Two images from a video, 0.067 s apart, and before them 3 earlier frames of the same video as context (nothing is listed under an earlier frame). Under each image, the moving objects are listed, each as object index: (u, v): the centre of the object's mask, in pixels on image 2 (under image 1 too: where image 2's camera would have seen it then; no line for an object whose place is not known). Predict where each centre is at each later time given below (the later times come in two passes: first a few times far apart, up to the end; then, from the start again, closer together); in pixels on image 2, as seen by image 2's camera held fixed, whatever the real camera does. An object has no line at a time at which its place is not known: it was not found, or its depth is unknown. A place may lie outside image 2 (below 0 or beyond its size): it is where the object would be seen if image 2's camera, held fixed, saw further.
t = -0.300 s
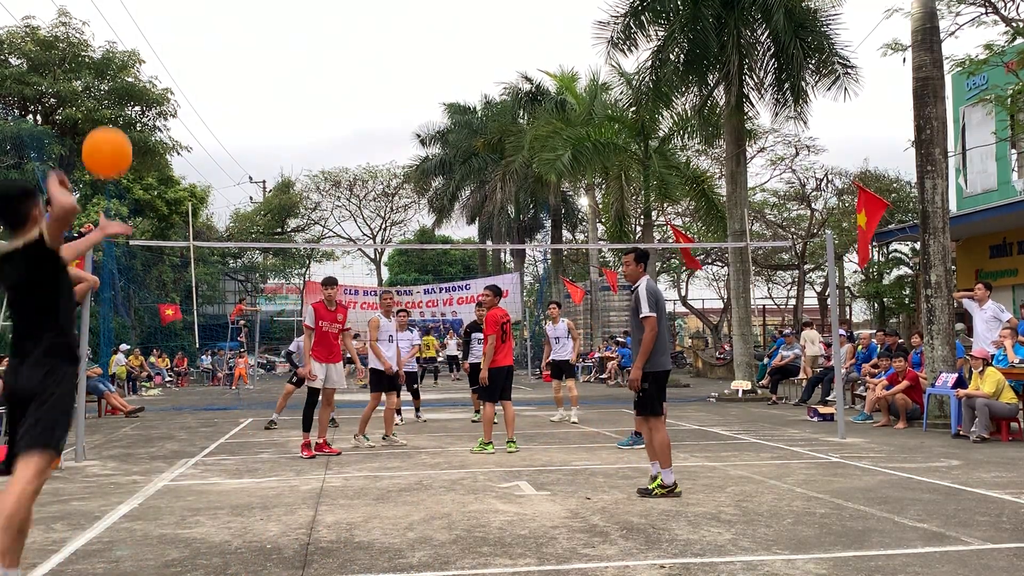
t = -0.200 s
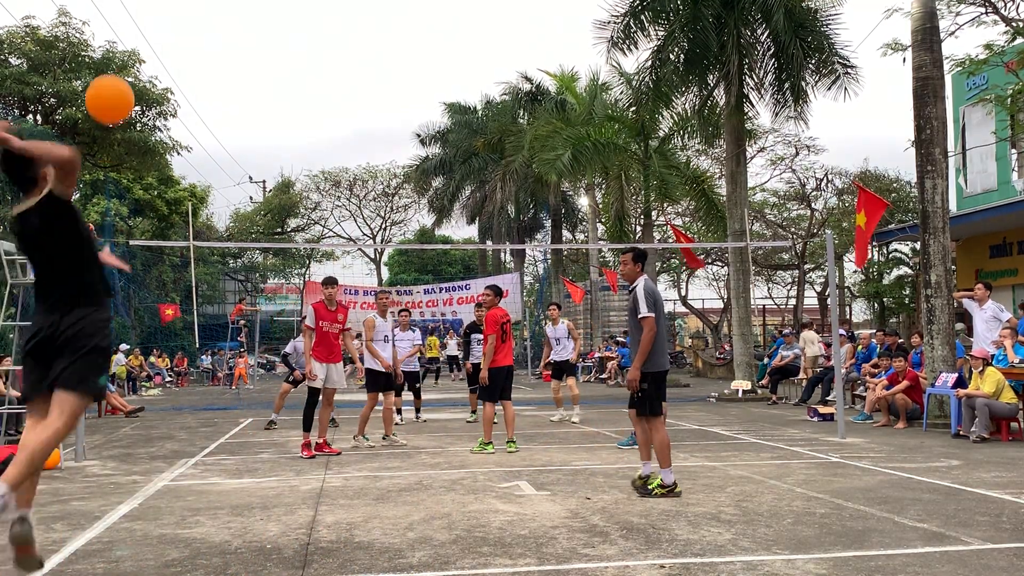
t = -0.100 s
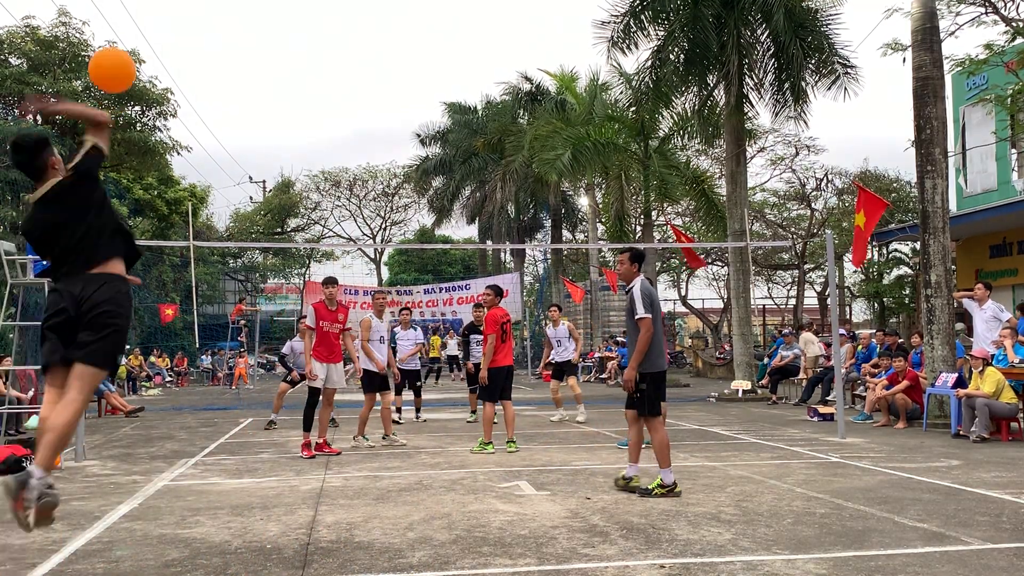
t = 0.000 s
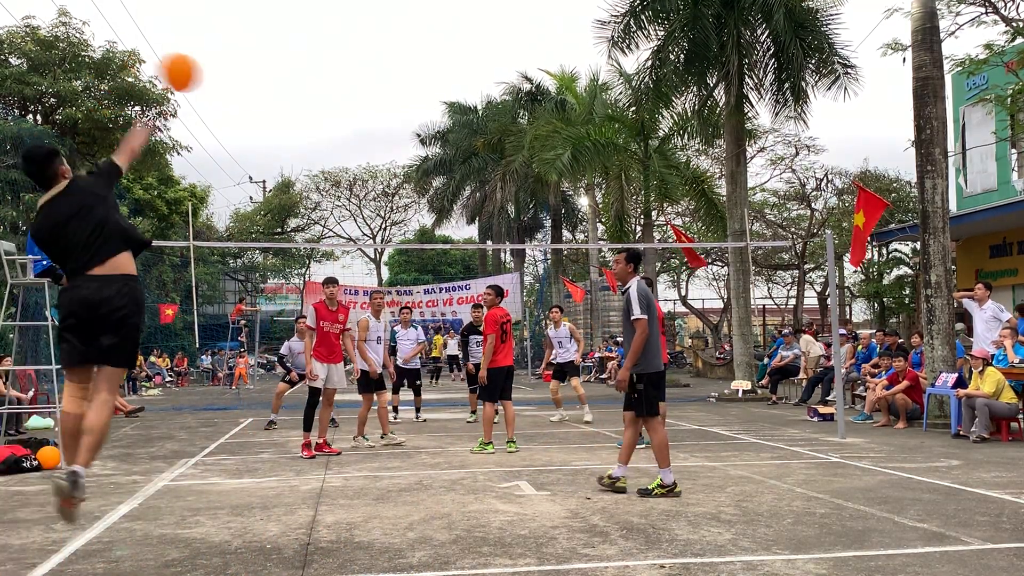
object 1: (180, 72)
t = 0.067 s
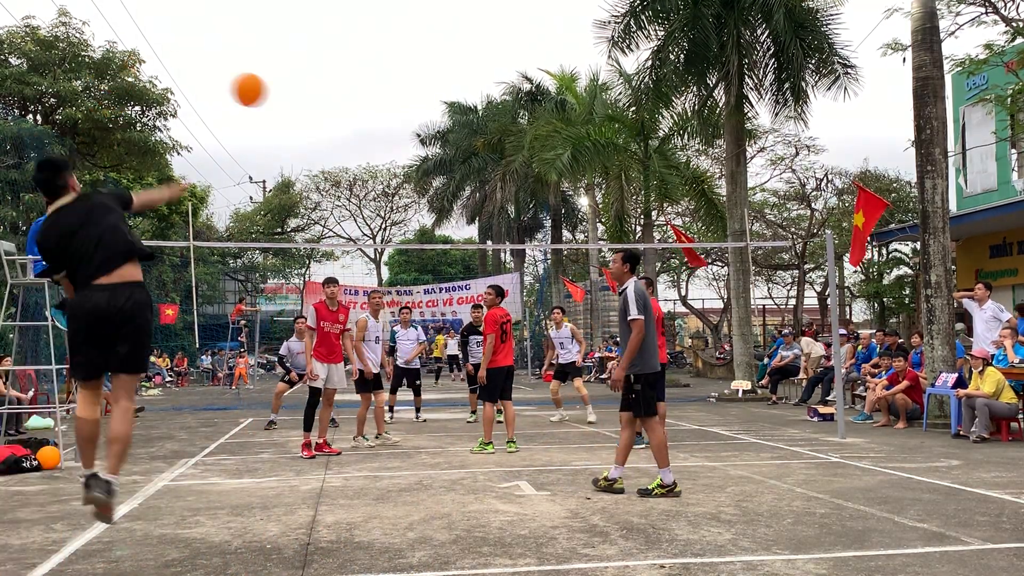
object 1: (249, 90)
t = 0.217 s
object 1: (352, 141)
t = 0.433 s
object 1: (442, 224)
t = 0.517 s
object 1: (468, 259)
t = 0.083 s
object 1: (264, 95)
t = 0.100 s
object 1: (277, 101)
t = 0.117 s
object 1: (290, 106)
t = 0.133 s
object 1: (302, 112)
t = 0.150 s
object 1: (313, 118)
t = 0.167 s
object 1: (324, 124)
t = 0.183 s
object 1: (334, 130)
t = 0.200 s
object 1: (344, 135)
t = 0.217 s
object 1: (352, 141)
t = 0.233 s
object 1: (362, 147)
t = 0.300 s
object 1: (393, 173)
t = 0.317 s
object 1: (400, 179)
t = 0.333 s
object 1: (407, 185)
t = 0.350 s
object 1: (413, 191)
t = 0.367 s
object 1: (420, 198)
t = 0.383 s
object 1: (426, 204)
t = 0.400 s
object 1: (433, 212)
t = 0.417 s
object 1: (437, 217)
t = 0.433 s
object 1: (442, 224)
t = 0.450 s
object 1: (448, 231)
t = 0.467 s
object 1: (453, 237)
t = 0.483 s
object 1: (459, 245)
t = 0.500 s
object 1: (463, 252)
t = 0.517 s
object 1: (468, 259)
